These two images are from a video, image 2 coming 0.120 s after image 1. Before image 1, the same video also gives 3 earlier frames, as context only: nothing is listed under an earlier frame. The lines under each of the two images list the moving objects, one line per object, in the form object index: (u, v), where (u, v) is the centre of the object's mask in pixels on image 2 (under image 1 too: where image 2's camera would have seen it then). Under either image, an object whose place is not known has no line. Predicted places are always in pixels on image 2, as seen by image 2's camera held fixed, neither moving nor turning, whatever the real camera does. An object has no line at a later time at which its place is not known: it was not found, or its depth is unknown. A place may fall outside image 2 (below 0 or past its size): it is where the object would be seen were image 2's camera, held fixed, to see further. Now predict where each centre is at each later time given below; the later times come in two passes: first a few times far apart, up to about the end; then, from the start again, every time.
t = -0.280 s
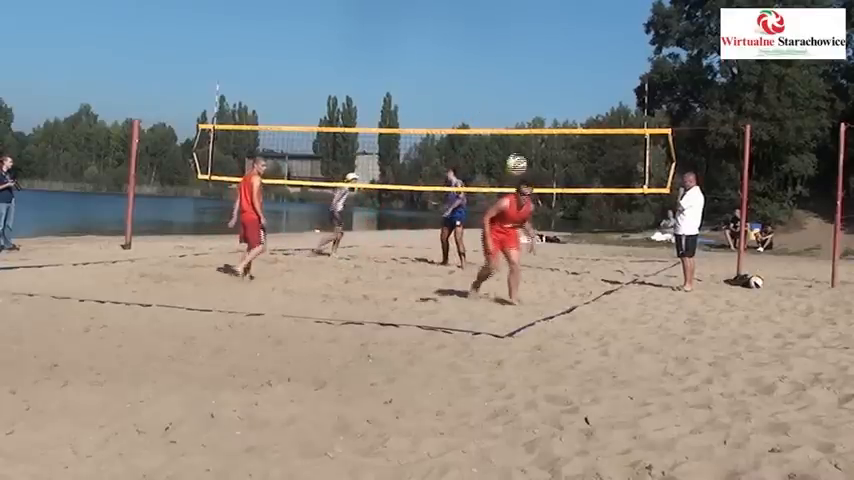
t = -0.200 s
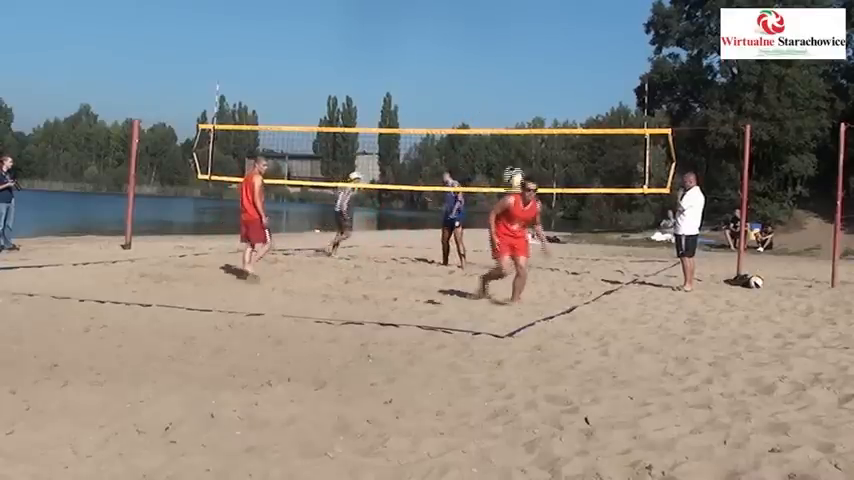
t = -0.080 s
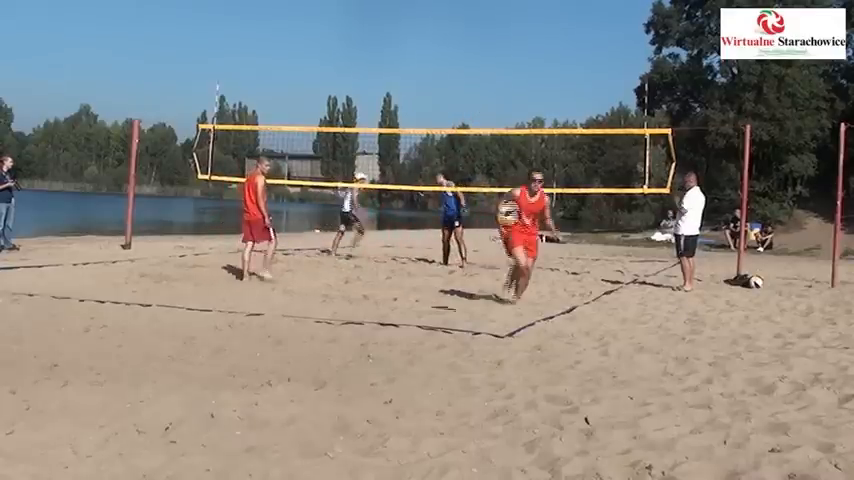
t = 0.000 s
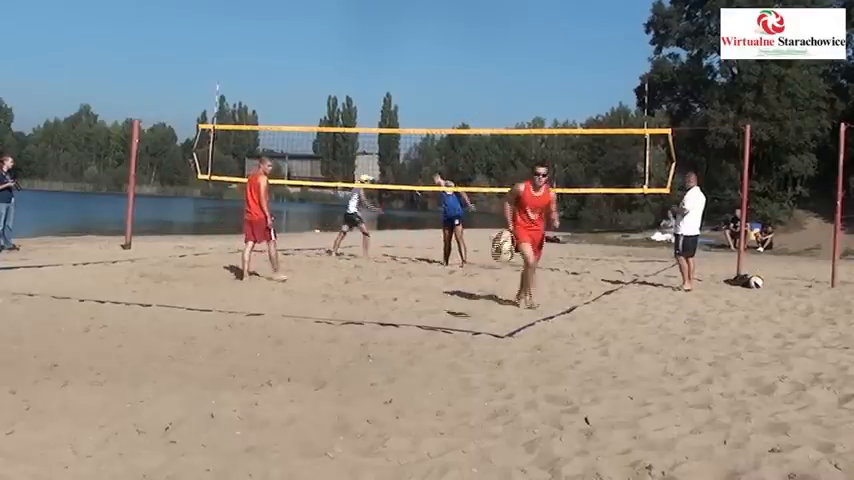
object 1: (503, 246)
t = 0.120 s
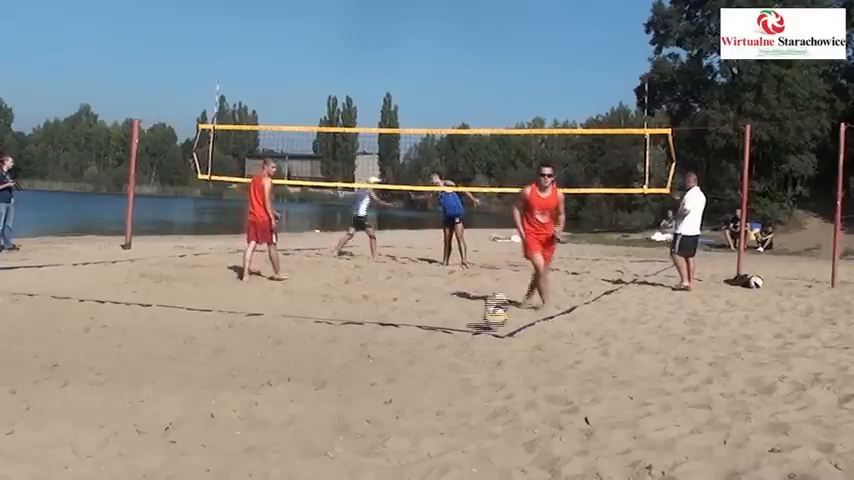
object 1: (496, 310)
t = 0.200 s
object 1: (490, 310)
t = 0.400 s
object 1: (477, 295)
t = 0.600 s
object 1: (459, 329)
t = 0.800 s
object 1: (449, 345)
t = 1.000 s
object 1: (436, 351)
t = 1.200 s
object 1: (422, 361)
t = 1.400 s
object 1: (411, 367)
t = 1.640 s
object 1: (395, 380)
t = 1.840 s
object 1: (380, 390)
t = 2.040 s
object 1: (370, 390)
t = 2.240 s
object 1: (365, 395)
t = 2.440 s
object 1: (364, 398)
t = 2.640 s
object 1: (364, 399)
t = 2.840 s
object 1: (361, 401)
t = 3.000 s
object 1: (361, 401)
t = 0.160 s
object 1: (493, 317)
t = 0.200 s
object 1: (490, 310)
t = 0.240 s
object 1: (489, 304)
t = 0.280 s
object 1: (486, 300)
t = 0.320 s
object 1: (482, 296)
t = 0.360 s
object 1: (480, 295)
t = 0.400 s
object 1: (477, 295)
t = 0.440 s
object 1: (474, 298)
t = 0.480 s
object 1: (470, 302)
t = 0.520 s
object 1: (467, 308)
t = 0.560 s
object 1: (464, 316)
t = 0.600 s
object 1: (459, 329)
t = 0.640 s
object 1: (456, 338)
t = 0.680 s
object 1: (453, 340)
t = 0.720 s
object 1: (452, 341)
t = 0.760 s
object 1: (450, 343)
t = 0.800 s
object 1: (449, 345)
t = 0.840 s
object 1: (446, 347)
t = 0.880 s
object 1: (443, 348)
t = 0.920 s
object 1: (441, 348)
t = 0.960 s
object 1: (438, 350)
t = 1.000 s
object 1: (436, 351)
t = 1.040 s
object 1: (433, 354)
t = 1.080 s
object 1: (430, 357)
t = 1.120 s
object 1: (427, 359)
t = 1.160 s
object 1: (424, 360)
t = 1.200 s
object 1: (422, 361)
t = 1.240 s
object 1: (420, 358)
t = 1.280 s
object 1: (418, 356)
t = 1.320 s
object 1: (416, 357)
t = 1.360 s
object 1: (414, 360)
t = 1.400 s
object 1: (411, 367)
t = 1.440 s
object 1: (409, 374)
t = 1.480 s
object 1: (406, 374)
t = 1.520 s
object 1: (404, 372)
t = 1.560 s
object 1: (401, 372)
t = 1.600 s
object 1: (398, 376)
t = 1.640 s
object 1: (395, 380)
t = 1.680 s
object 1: (392, 383)
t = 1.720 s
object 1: (388, 385)
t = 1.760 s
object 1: (385, 387)
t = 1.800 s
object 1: (383, 389)
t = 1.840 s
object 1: (380, 390)
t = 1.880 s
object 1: (378, 388)
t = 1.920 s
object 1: (375, 387)
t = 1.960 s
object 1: (374, 387)
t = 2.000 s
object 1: (372, 388)
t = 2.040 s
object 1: (370, 390)
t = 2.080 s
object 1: (369, 393)
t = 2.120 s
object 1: (367, 395)
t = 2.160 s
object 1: (366, 396)
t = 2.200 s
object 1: (365, 395)
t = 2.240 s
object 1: (365, 395)
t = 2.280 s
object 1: (364, 396)
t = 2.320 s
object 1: (363, 396)
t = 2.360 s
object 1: (363, 396)
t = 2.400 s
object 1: (364, 397)
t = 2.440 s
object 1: (364, 398)
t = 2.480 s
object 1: (365, 398)
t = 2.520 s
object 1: (366, 399)
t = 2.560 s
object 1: (366, 399)
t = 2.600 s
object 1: (365, 399)
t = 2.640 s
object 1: (364, 399)
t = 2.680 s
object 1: (363, 400)
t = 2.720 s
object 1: (362, 400)
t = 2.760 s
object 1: (361, 400)
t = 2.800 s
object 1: (361, 400)
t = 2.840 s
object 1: (361, 401)
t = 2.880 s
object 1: (361, 401)
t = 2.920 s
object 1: (361, 401)
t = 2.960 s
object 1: (361, 401)
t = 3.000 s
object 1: (361, 401)
